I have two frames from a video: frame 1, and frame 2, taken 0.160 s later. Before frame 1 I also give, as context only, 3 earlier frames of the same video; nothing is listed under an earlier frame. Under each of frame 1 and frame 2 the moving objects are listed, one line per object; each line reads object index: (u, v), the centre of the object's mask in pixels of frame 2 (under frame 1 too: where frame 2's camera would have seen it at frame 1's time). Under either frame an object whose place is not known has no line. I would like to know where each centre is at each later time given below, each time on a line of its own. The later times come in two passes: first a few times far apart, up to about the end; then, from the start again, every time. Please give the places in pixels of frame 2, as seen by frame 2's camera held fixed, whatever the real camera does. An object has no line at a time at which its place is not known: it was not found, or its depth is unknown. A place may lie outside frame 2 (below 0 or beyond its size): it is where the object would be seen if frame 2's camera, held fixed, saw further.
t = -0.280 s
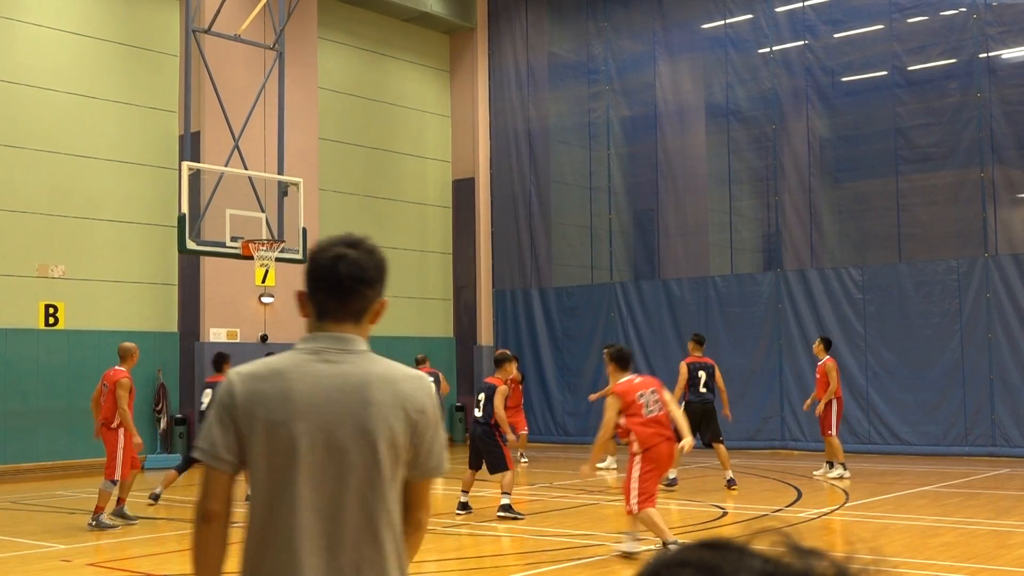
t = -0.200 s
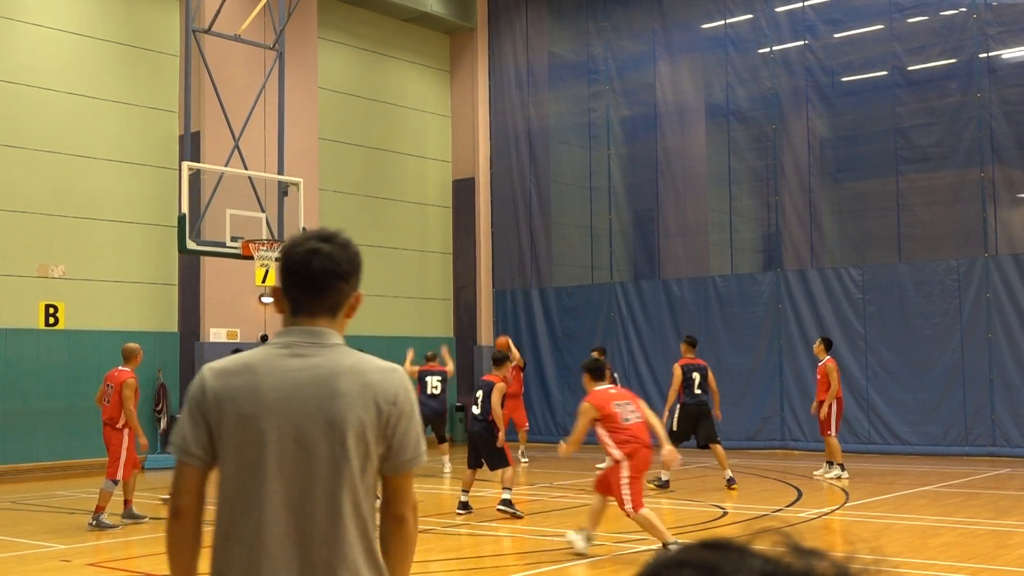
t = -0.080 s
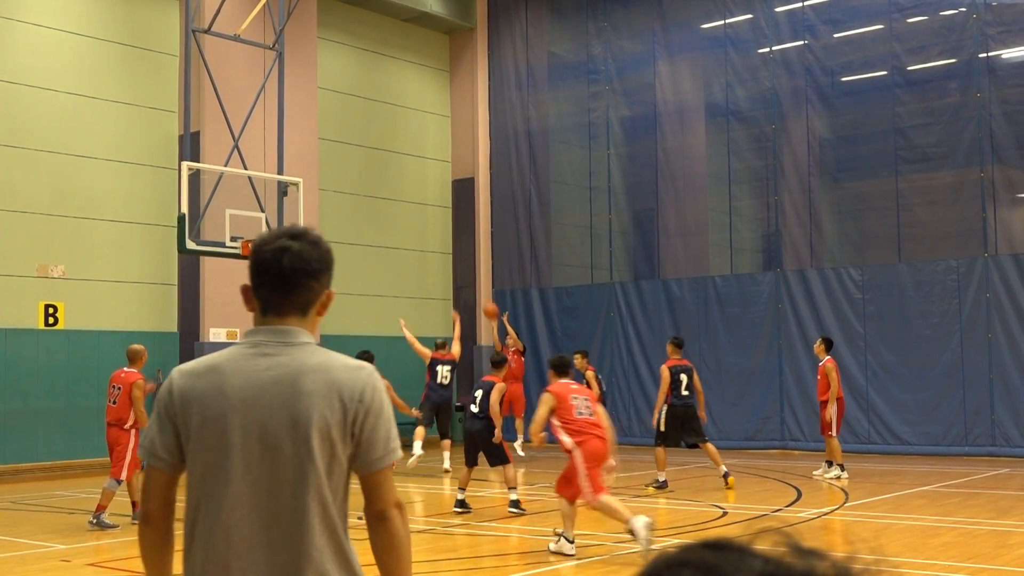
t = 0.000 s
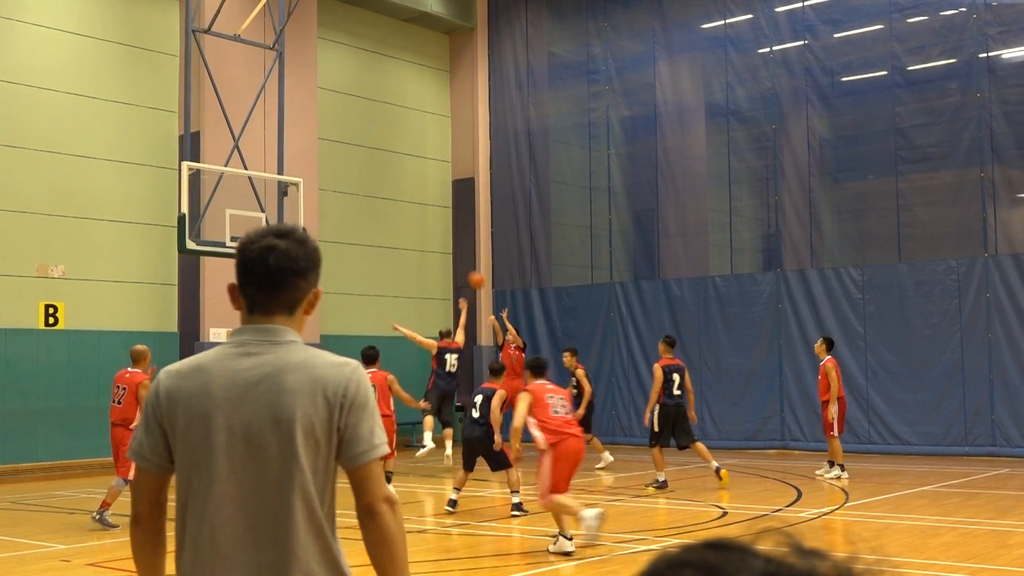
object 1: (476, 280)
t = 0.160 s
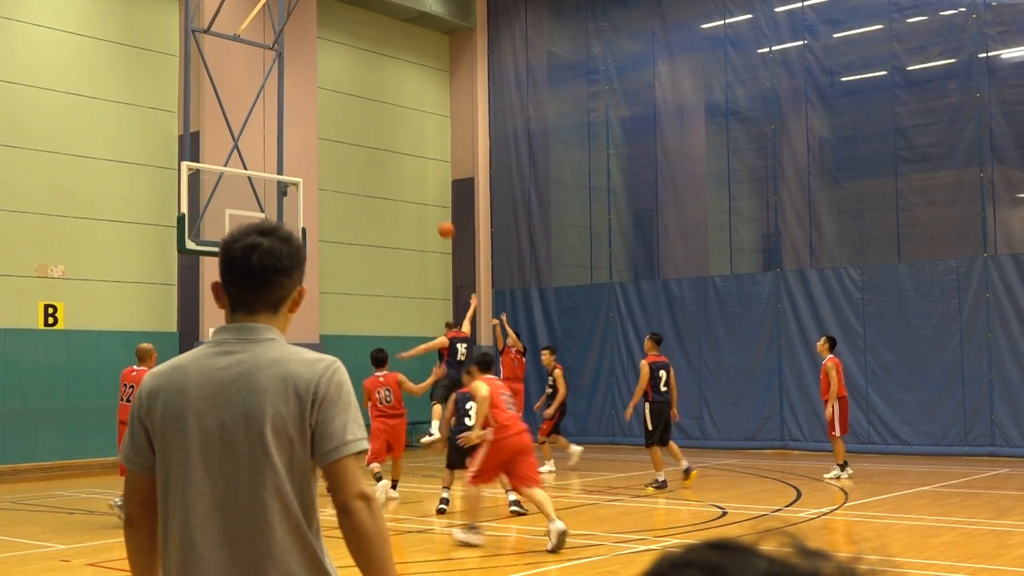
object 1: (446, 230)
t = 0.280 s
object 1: (422, 201)
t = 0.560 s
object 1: (364, 167)
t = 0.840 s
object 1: (299, 185)
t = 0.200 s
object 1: (438, 219)
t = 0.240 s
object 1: (430, 209)
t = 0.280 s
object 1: (422, 201)
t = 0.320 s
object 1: (414, 193)
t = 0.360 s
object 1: (406, 186)
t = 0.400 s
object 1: (398, 180)
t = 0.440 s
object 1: (389, 175)
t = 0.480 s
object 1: (381, 171)
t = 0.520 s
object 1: (372, 169)
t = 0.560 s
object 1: (364, 167)
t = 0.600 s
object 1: (354, 165)
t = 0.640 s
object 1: (346, 166)
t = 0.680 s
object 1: (337, 168)
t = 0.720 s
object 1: (327, 170)
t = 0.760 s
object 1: (318, 174)
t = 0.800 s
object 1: (309, 179)
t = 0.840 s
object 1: (299, 185)
